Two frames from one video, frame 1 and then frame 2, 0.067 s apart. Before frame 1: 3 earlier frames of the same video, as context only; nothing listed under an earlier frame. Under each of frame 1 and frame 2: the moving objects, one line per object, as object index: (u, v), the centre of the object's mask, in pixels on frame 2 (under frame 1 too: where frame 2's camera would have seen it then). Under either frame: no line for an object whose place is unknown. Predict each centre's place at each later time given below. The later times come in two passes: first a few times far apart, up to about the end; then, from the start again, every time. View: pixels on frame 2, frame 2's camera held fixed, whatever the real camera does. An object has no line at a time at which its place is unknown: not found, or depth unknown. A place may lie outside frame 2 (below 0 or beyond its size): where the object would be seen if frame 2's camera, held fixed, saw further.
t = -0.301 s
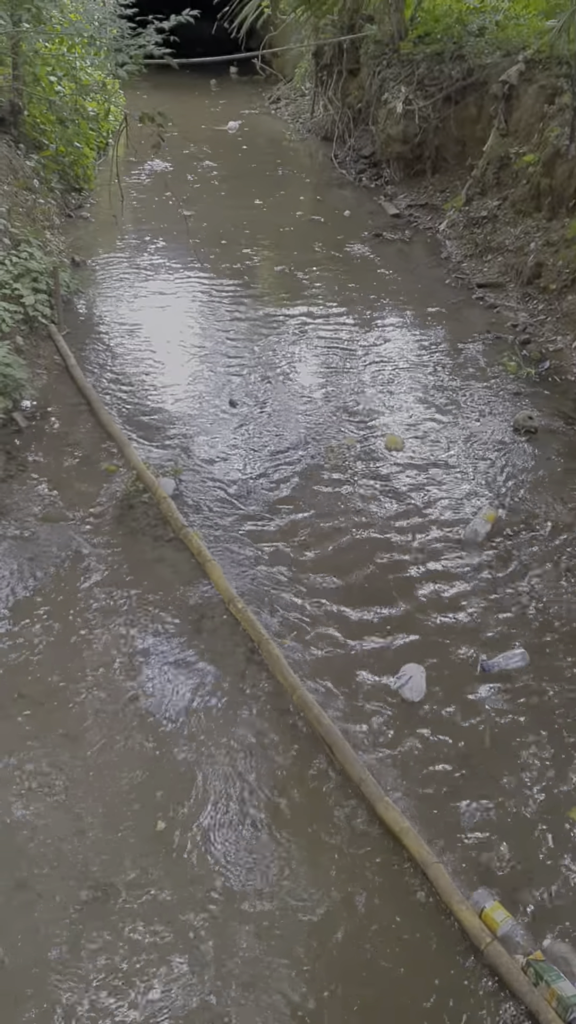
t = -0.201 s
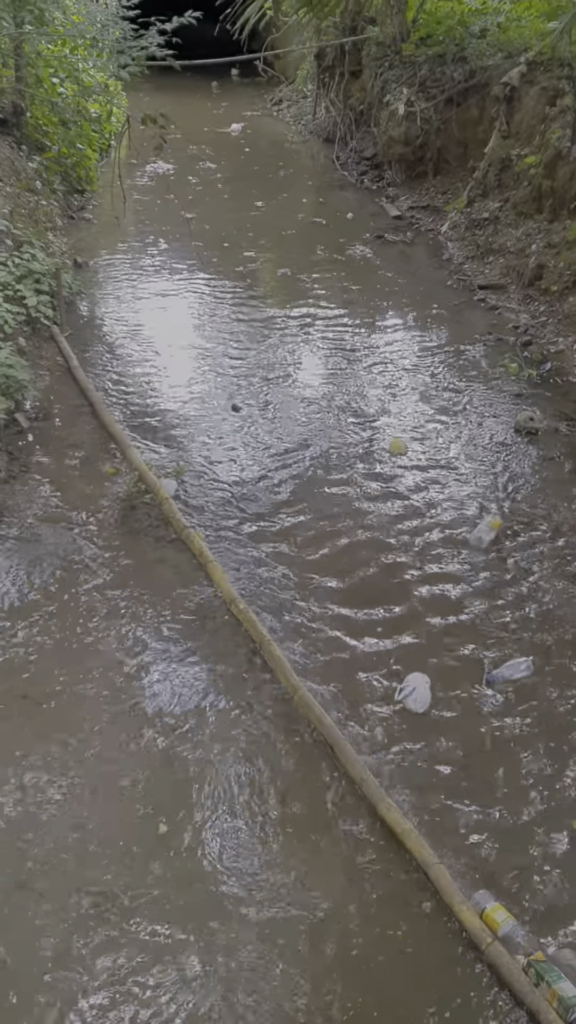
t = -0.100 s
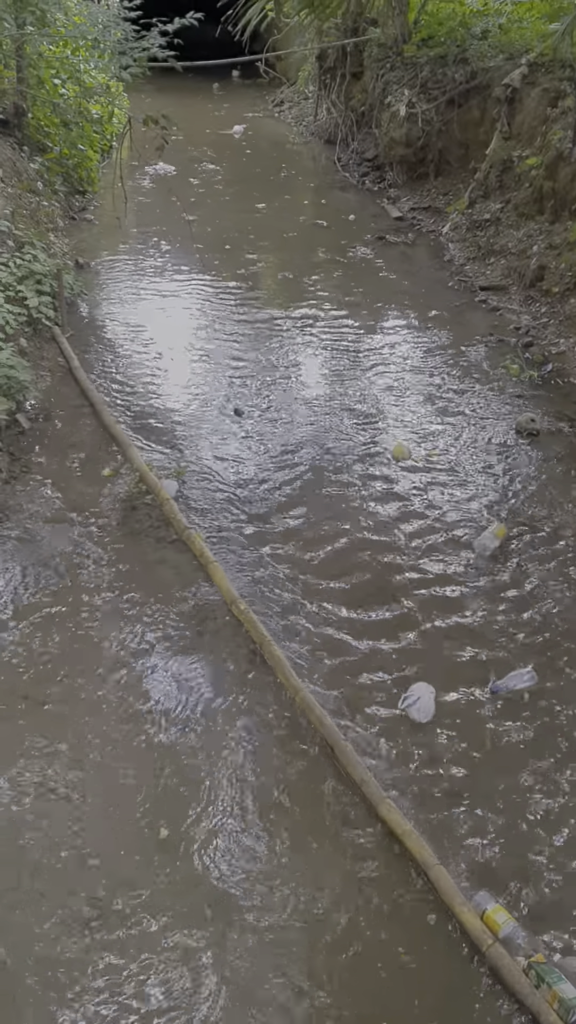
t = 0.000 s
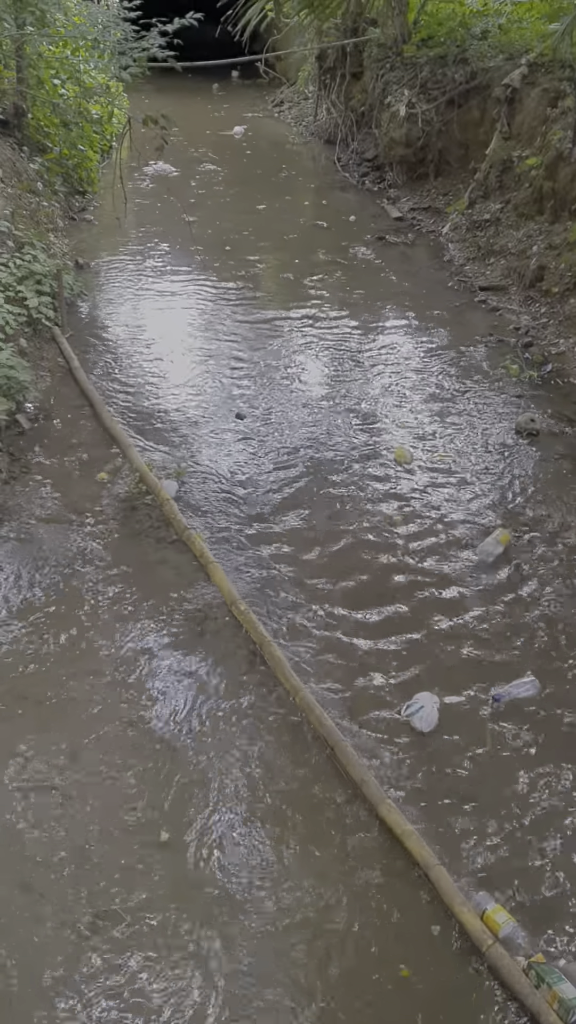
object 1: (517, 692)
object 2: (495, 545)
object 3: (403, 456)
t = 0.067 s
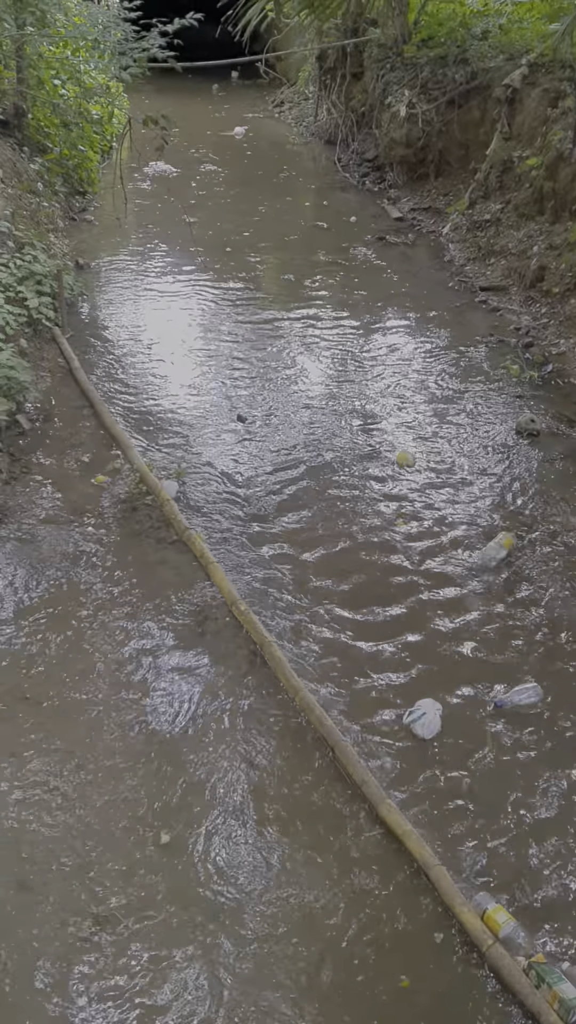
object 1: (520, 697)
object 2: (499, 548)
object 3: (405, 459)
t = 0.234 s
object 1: (525, 713)
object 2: (504, 560)
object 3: (410, 465)
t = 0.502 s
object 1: (533, 736)
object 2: (514, 576)
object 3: (418, 476)
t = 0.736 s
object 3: (423, 488)
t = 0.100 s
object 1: (520, 700)
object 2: (501, 549)
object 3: (406, 458)
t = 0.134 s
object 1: (522, 704)
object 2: (504, 550)
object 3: (407, 461)
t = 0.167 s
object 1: (523, 706)
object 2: (505, 551)
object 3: (408, 463)
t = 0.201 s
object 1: (524, 710)
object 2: (506, 555)
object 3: (409, 464)
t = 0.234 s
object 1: (525, 713)
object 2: (504, 560)
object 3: (410, 465)
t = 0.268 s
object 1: (526, 715)
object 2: (506, 562)
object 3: (411, 467)
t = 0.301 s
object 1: (527, 718)
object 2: (506, 564)
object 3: (412, 468)
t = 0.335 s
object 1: (528, 720)
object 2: (508, 565)
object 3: (412, 469)
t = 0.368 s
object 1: (529, 723)
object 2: (510, 567)
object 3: (414, 470)
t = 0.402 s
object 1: (530, 727)
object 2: (511, 569)
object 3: (414, 471)
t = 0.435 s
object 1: (531, 729)
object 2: (511, 571)
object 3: (416, 473)
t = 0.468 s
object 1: (533, 731)
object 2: (512, 574)
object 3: (417, 475)
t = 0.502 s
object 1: (533, 736)
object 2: (514, 576)
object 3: (418, 476)
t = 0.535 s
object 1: (534, 740)
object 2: (515, 579)
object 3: (418, 477)
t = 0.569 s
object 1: (537, 742)
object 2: (518, 580)
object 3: (419, 478)
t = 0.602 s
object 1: (538, 746)
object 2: (519, 583)
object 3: (420, 479)
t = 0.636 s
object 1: (538, 750)
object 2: (520, 585)
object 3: (420, 481)
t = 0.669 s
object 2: (521, 587)
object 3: (421, 482)
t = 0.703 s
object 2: (523, 590)
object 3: (422, 485)
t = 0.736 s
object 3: (423, 488)
